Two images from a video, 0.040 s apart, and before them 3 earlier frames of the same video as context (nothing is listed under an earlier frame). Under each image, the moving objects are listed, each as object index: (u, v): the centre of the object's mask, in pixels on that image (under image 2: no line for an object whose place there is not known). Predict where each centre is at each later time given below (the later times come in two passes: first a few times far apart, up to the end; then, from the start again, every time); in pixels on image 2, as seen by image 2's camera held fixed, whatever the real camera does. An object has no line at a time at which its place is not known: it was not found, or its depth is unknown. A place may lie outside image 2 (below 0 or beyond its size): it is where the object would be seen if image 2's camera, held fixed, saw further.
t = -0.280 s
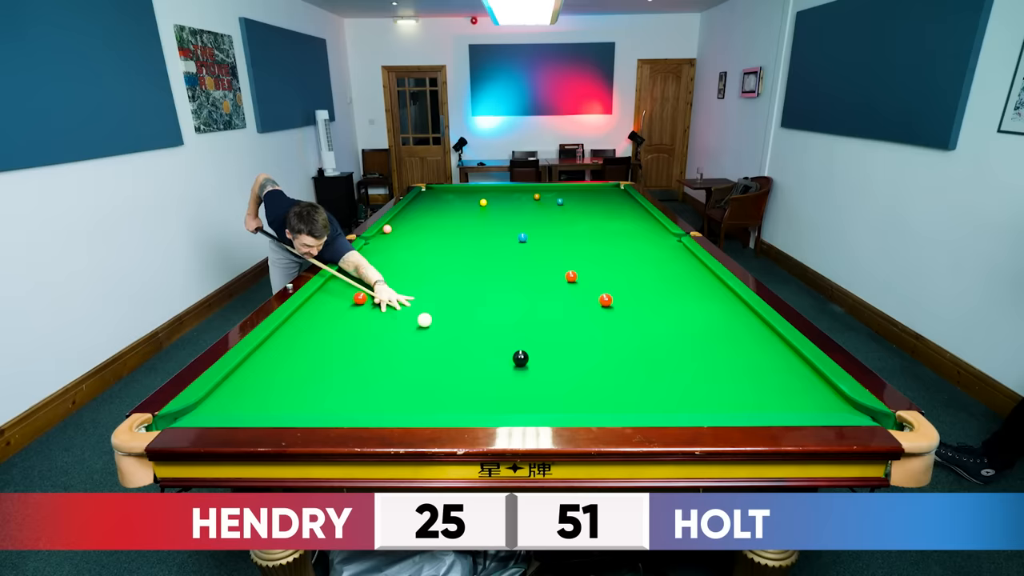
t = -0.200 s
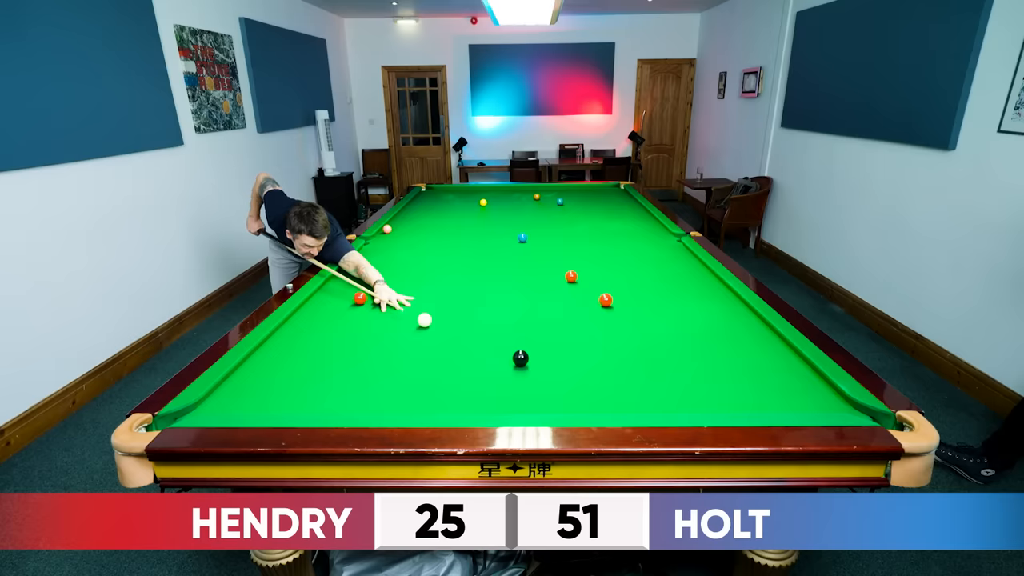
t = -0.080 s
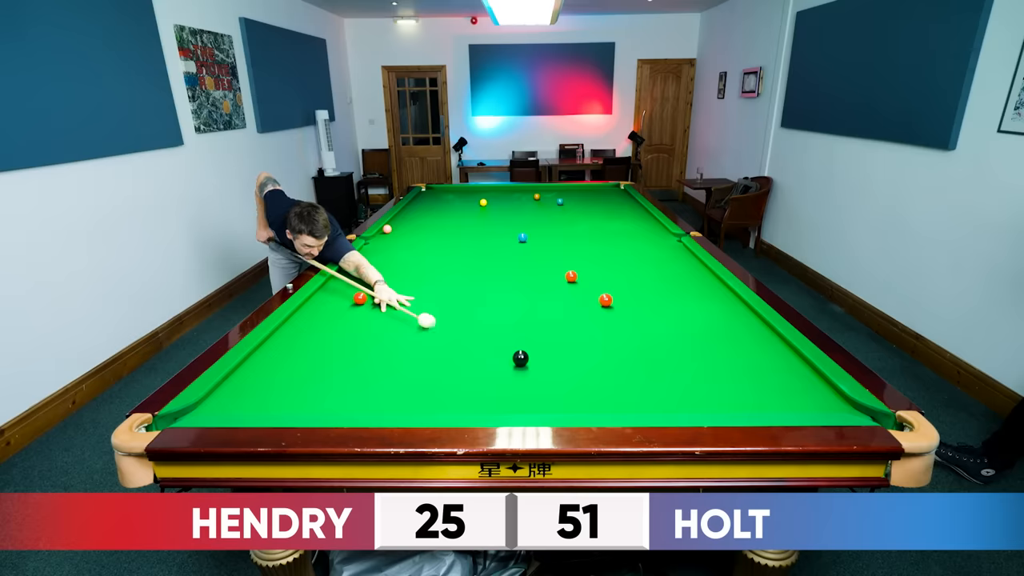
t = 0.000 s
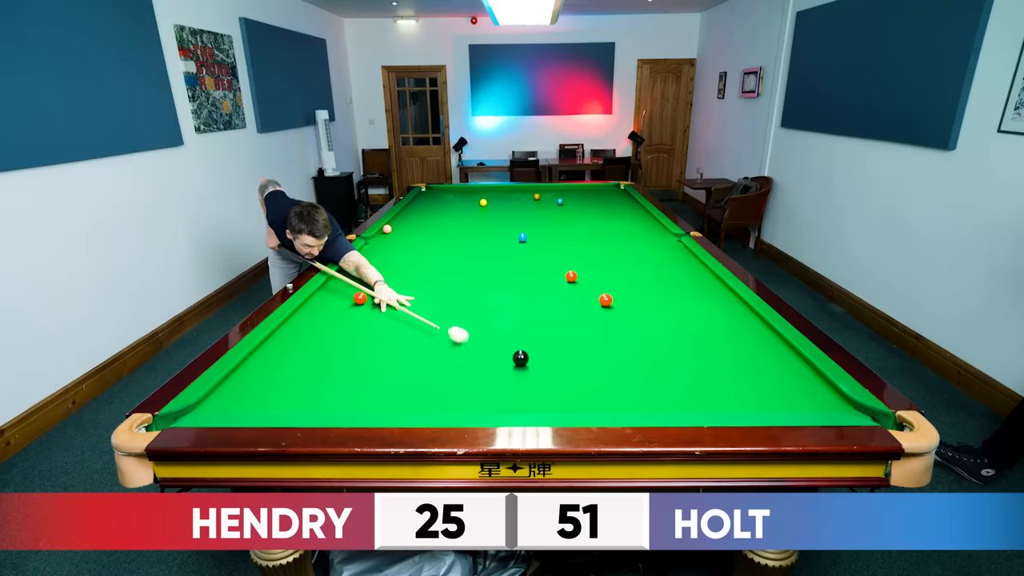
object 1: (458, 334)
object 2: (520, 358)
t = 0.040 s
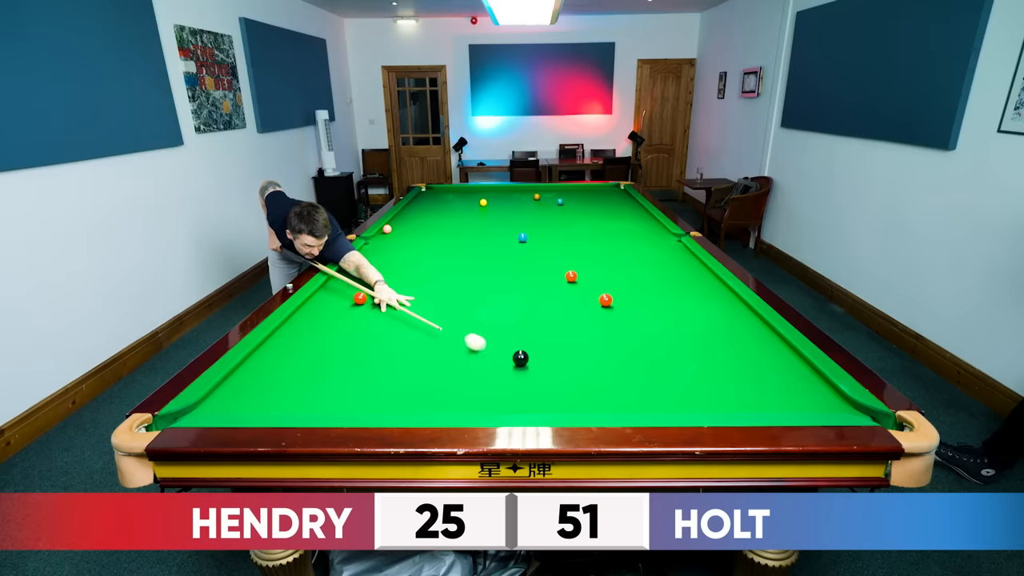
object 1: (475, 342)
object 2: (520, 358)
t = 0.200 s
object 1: (501, 365)
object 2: (564, 365)
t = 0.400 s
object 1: (496, 386)
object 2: (649, 380)
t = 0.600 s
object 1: (490, 408)
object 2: (732, 394)
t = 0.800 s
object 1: (484, 395)
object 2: (821, 406)
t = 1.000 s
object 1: (478, 382)
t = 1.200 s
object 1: (473, 370)
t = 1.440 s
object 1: (467, 358)
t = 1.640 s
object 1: (463, 350)
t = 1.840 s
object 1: (459, 342)
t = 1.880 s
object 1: (458, 341)
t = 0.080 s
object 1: (492, 350)
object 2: (520, 358)
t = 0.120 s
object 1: (504, 356)
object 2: (526, 359)
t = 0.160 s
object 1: (502, 361)
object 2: (545, 362)
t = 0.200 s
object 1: (501, 365)
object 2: (564, 365)
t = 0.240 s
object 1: (500, 369)
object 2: (582, 369)
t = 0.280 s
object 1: (499, 373)
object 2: (600, 372)
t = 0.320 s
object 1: (498, 377)
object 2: (617, 374)
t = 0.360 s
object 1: (497, 382)
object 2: (633, 377)
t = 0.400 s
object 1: (496, 386)
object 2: (649, 380)
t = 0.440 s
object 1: (495, 391)
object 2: (665, 383)
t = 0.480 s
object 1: (494, 396)
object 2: (681, 385)
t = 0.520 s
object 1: (493, 400)
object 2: (698, 388)
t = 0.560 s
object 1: (492, 405)
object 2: (715, 391)
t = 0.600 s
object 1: (490, 408)
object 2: (732, 394)
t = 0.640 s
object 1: (489, 406)
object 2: (749, 397)
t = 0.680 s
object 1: (487, 404)
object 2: (766, 400)
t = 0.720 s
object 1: (486, 401)
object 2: (784, 402)
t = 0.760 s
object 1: (485, 398)
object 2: (802, 404)
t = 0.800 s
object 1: (484, 395)
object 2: (821, 406)
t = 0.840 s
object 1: (482, 392)
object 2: (839, 407)
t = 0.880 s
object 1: (481, 390)
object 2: (855, 409)
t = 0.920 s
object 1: (480, 387)
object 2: (869, 414)
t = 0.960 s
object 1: (479, 385)
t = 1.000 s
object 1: (478, 382)
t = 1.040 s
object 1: (477, 380)
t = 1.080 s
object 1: (476, 377)
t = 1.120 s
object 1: (475, 375)
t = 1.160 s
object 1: (473, 373)
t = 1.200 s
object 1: (473, 370)
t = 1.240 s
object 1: (471, 368)
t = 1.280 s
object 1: (471, 366)
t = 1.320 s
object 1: (469, 364)
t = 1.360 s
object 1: (469, 362)
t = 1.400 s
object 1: (468, 360)
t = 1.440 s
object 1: (467, 358)
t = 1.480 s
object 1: (466, 357)
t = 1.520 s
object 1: (465, 355)
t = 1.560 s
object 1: (464, 353)
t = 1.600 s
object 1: (463, 352)
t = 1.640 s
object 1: (463, 350)
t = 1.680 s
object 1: (462, 348)
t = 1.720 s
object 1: (461, 347)
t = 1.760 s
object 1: (460, 345)
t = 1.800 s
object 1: (459, 344)
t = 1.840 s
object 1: (459, 342)
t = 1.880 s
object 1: (458, 341)
